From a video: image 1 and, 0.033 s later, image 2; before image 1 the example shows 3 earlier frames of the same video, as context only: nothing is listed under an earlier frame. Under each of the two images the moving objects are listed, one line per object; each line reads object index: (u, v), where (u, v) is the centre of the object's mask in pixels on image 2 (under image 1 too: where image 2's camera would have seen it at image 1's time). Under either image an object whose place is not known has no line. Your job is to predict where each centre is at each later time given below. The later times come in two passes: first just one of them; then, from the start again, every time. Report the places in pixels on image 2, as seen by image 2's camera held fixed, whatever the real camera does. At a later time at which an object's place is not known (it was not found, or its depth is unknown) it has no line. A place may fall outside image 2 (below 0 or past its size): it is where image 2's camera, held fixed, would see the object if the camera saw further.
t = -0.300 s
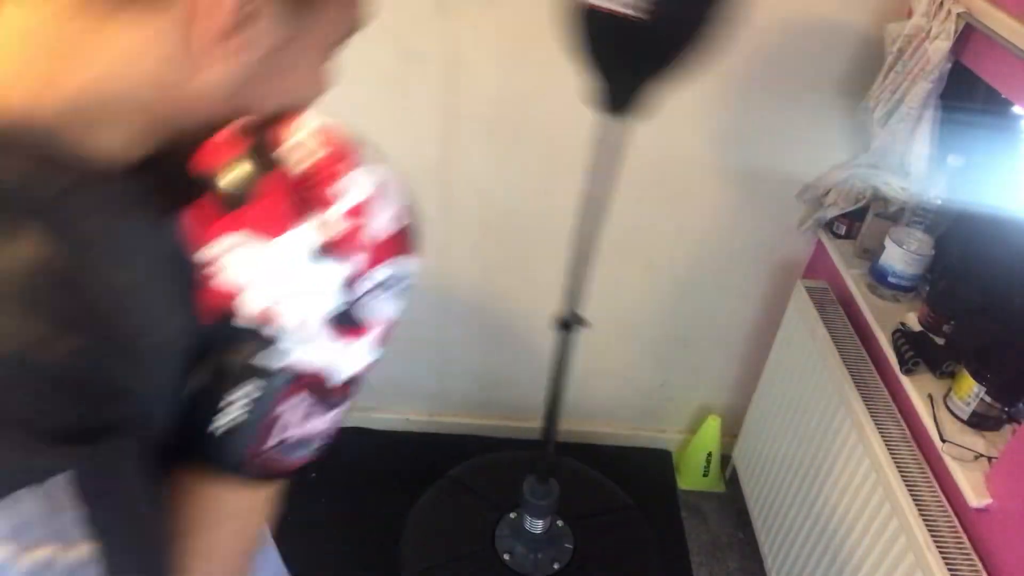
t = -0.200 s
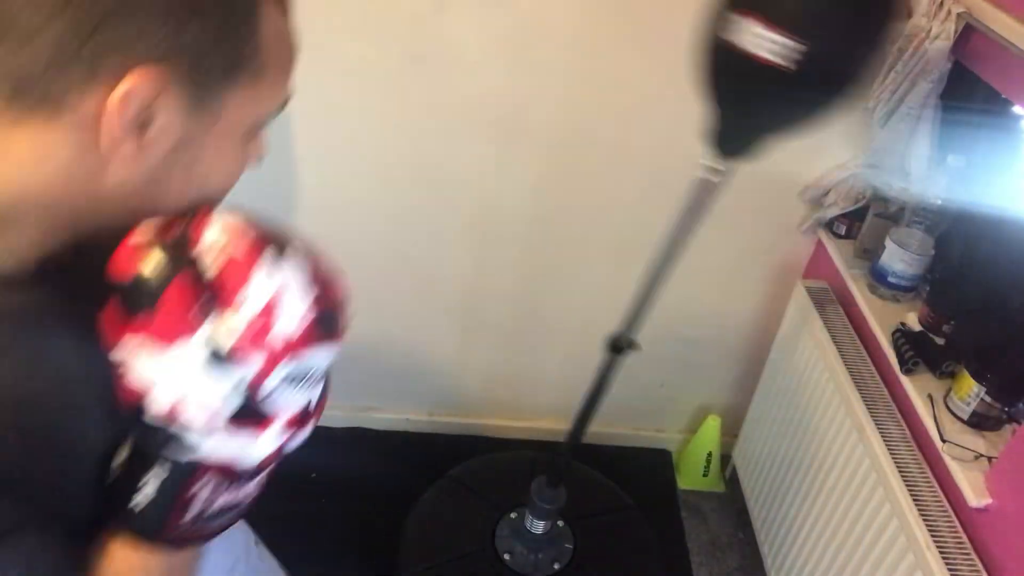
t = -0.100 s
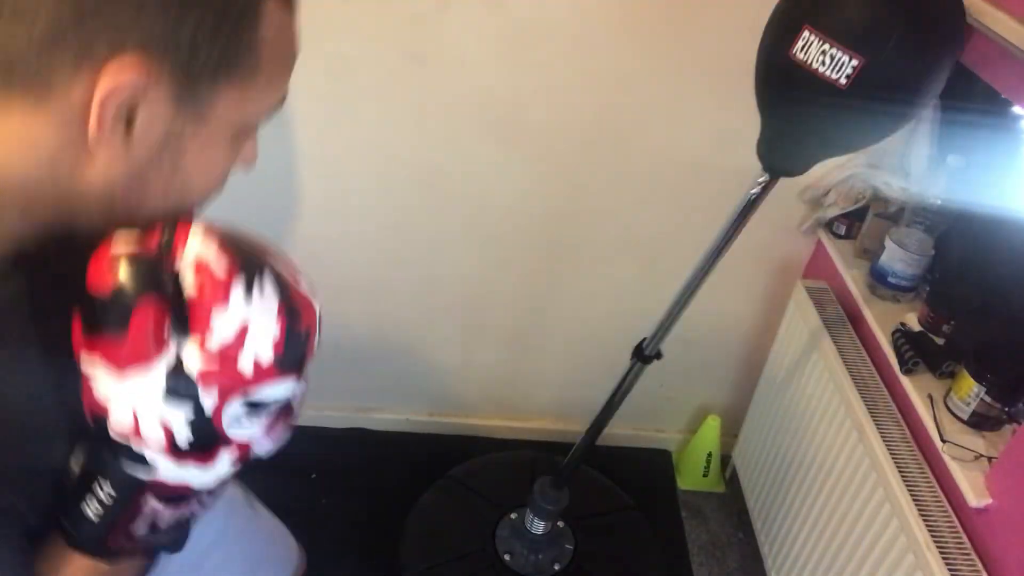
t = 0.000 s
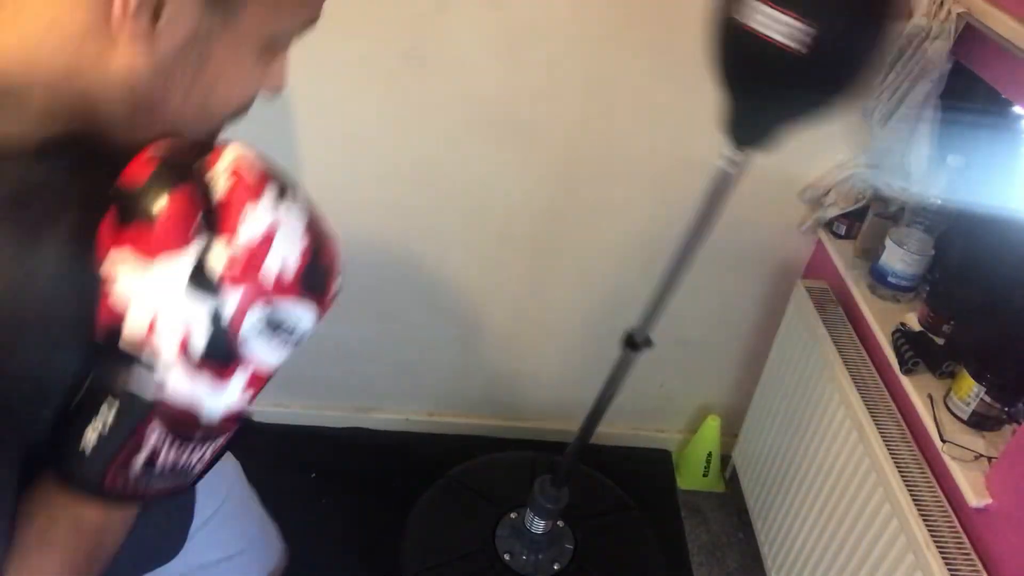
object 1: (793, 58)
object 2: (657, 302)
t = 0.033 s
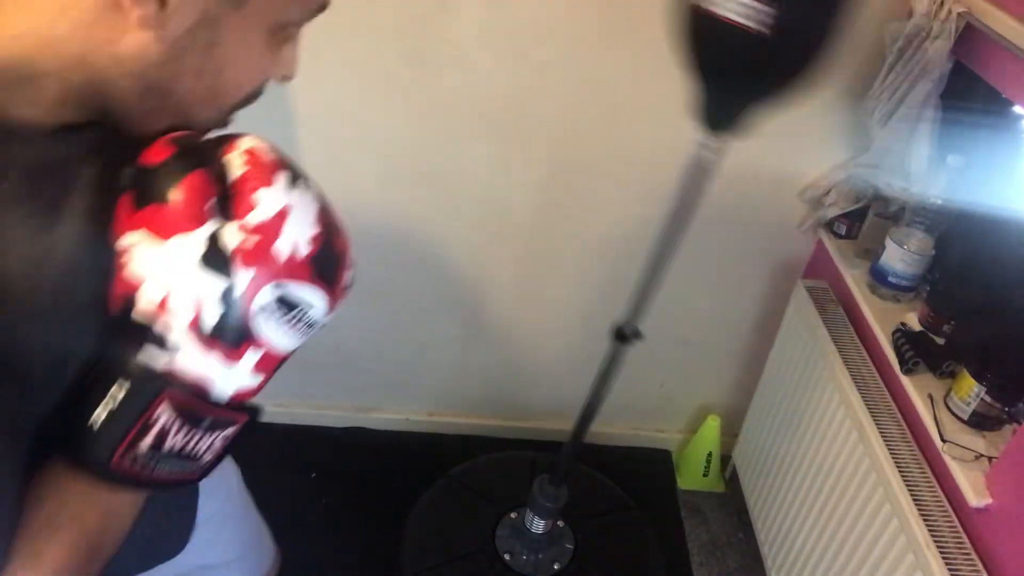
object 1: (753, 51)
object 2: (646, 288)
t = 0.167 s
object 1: (567, 30)
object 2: (557, 261)
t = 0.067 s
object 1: (708, 42)
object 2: (627, 278)
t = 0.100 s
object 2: (605, 267)
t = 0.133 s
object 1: (610, 31)
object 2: (582, 259)
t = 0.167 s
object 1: (567, 30)
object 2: (557, 261)
